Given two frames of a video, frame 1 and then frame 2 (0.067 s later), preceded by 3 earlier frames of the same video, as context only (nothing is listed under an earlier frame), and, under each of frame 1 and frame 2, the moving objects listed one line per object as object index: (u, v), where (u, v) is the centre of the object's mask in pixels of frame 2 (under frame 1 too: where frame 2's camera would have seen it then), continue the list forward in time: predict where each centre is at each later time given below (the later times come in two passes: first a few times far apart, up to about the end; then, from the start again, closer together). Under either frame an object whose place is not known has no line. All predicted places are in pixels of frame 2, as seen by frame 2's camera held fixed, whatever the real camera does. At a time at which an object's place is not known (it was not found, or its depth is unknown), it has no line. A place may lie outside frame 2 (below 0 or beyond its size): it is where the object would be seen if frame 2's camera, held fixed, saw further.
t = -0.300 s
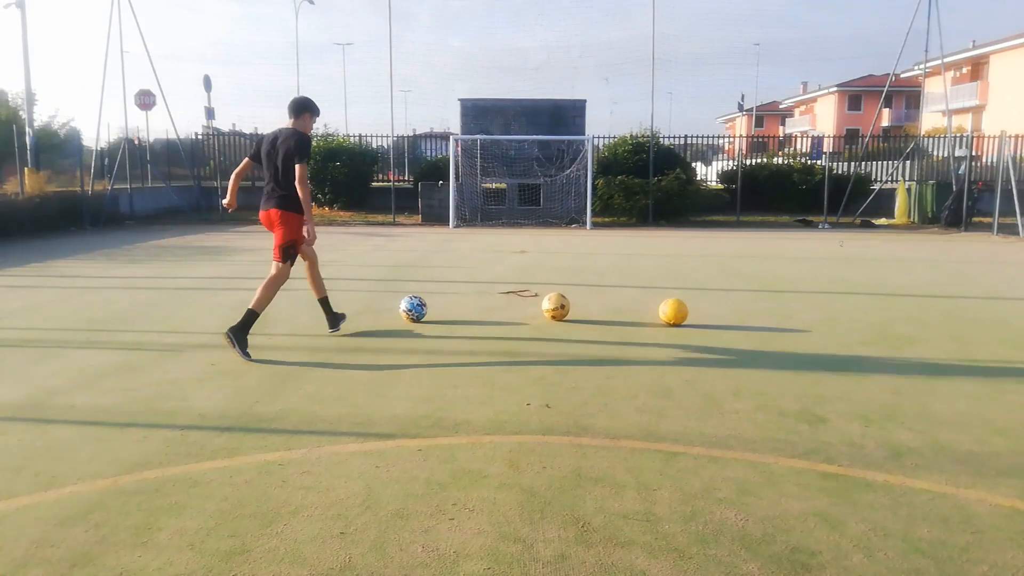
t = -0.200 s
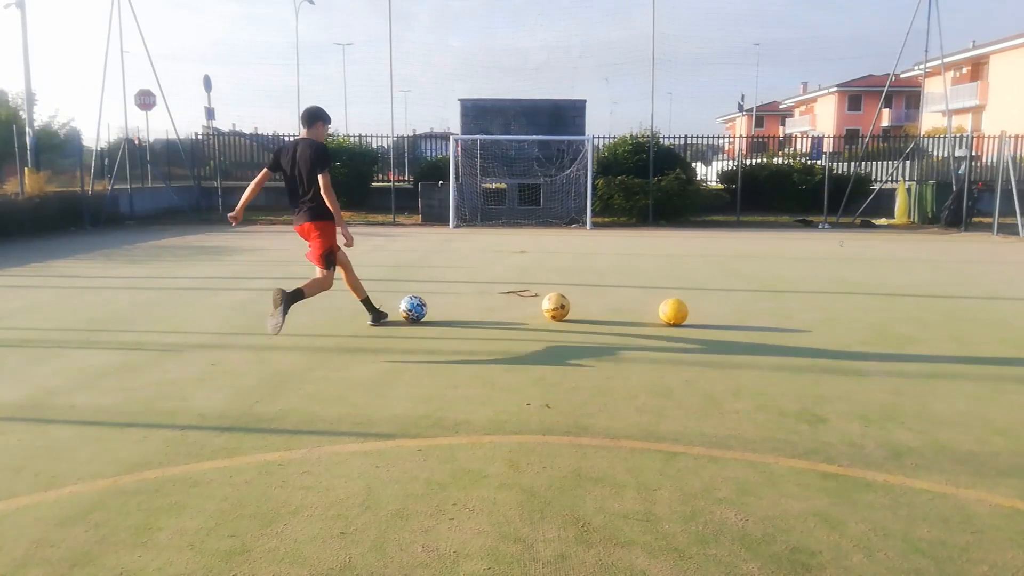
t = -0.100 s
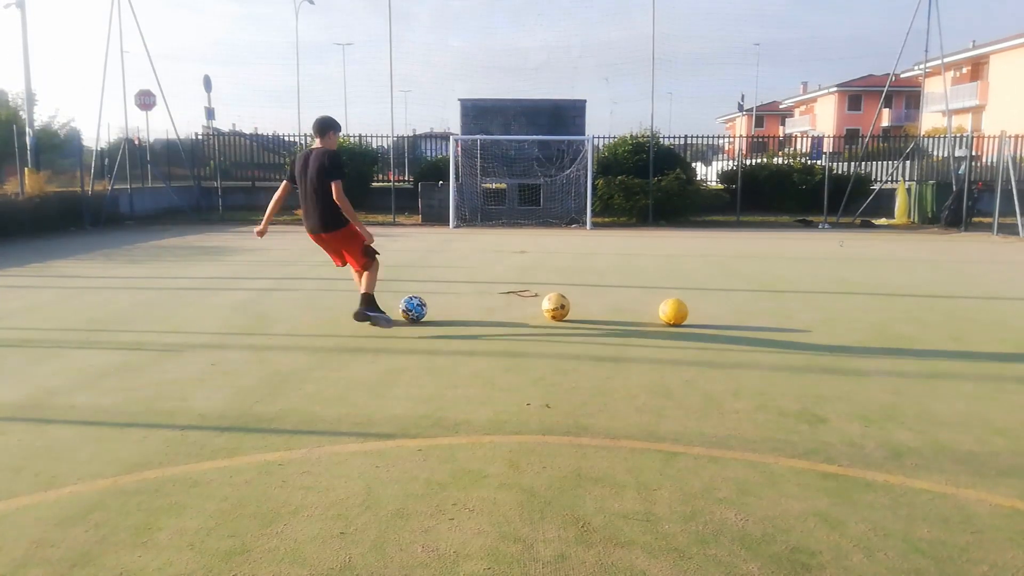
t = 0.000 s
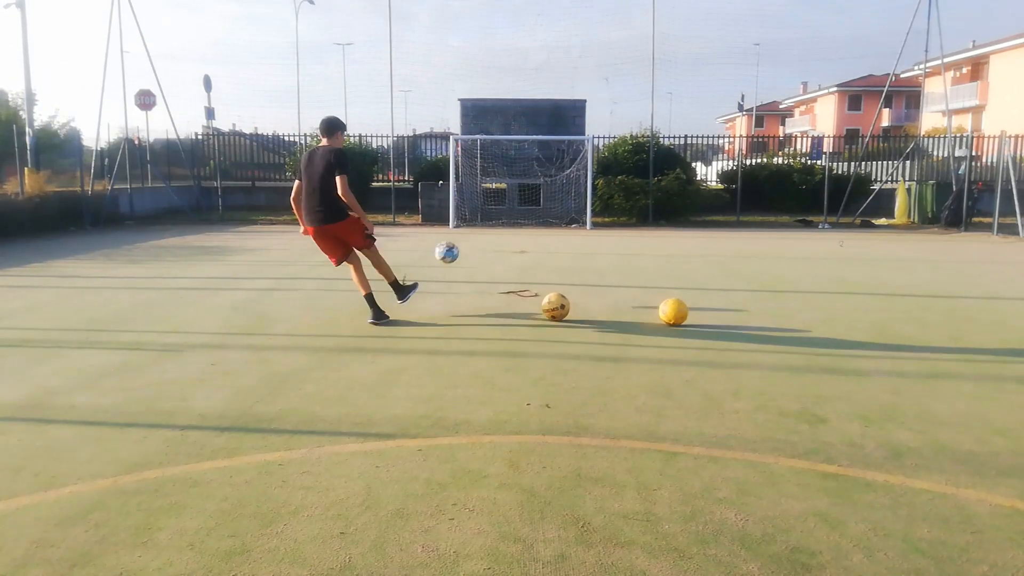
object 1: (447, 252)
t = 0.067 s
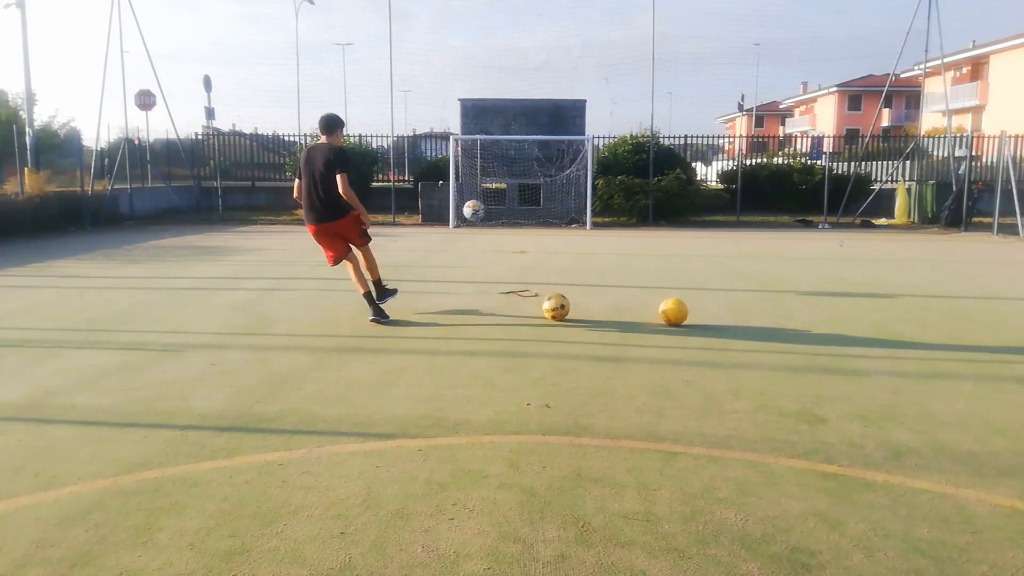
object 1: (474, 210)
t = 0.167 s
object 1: (504, 170)
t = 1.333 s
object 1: (552, 210)
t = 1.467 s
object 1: (551, 214)
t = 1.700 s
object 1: (550, 210)
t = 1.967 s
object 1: (553, 209)
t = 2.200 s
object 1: (553, 219)
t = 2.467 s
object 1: (552, 219)
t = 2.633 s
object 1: (552, 218)
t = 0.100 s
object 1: (485, 194)
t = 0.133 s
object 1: (495, 181)
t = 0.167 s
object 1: (504, 170)
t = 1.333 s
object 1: (552, 210)
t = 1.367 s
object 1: (551, 218)
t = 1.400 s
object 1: (551, 218)
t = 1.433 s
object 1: (551, 216)
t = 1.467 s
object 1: (551, 214)
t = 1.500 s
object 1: (550, 212)
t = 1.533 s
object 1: (551, 211)
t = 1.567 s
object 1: (550, 210)
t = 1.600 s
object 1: (550, 210)
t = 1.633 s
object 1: (550, 210)
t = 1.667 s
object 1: (550, 210)
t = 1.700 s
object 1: (550, 210)
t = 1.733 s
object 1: (551, 210)
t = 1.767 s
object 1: (551, 210)
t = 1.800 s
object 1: (552, 210)
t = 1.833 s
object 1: (552, 209)
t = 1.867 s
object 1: (552, 209)
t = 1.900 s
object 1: (553, 209)
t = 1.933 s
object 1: (553, 209)
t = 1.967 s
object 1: (553, 209)
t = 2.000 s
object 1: (553, 210)
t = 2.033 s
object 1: (553, 211)
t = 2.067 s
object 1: (553, 212)
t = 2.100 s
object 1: (553, 214)
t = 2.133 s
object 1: (553, 216)
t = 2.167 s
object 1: (553, 217)
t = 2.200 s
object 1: (553, 219)
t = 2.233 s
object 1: (553, 221)
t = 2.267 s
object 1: (552, 222)
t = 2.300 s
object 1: (552, 221)
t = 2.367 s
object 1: (553, 221)
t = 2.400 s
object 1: (553, 220)
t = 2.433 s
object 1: (552, 220)
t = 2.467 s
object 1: (552, 219)
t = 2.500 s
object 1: (552, 219)
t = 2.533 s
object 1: (552, 219)
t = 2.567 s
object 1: (552, 218)
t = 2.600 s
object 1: (552, 218)
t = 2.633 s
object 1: (552, 218)
